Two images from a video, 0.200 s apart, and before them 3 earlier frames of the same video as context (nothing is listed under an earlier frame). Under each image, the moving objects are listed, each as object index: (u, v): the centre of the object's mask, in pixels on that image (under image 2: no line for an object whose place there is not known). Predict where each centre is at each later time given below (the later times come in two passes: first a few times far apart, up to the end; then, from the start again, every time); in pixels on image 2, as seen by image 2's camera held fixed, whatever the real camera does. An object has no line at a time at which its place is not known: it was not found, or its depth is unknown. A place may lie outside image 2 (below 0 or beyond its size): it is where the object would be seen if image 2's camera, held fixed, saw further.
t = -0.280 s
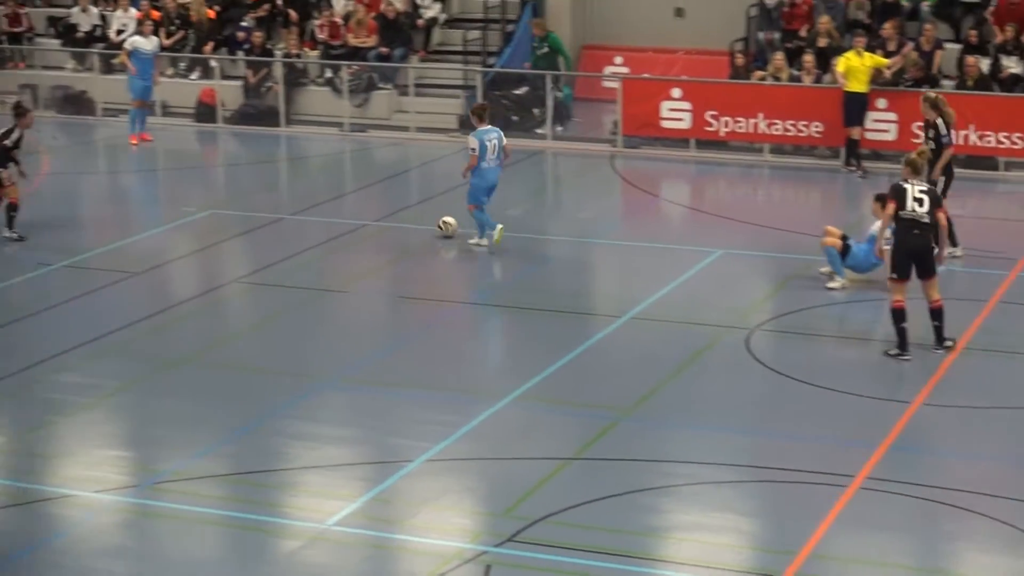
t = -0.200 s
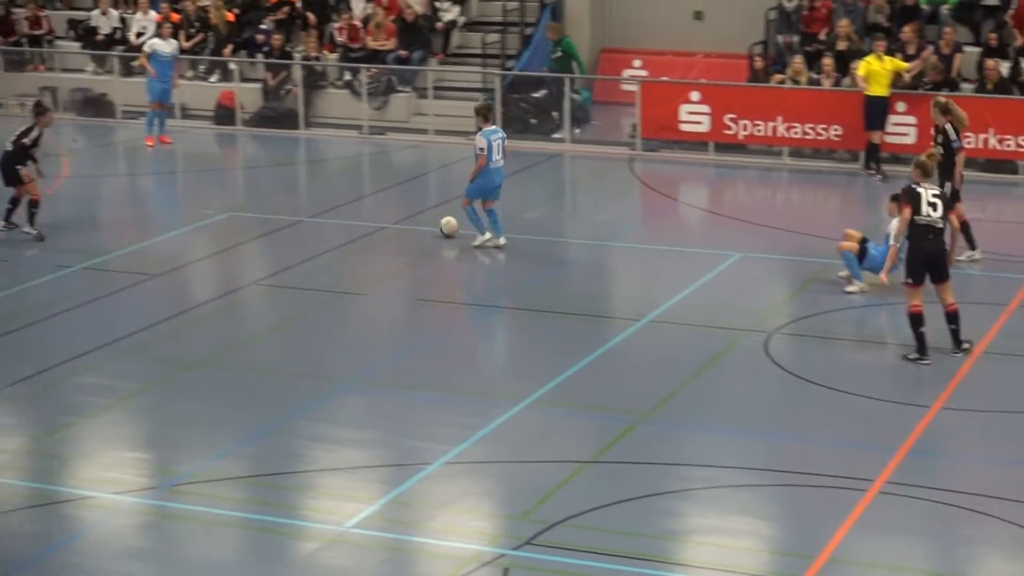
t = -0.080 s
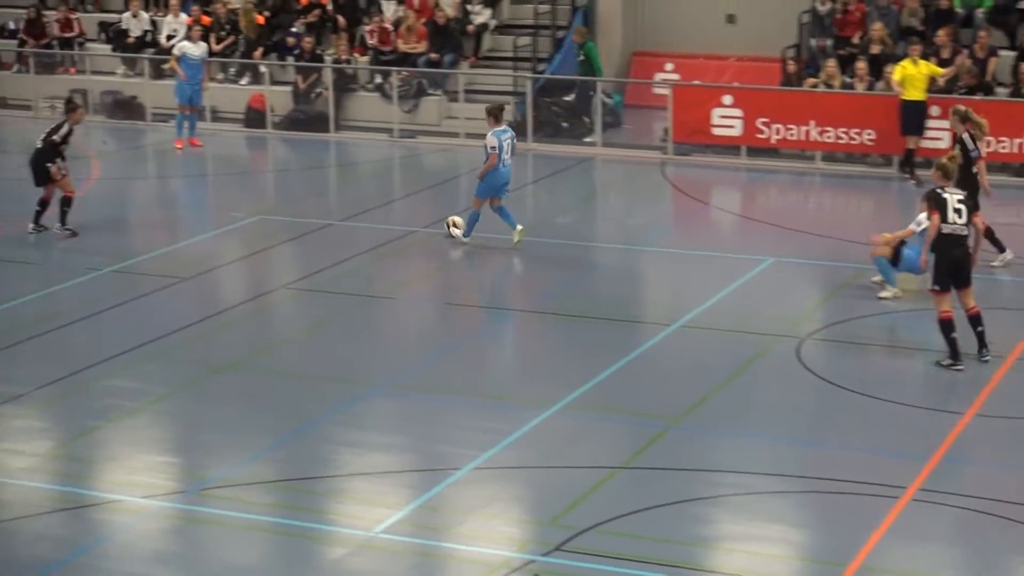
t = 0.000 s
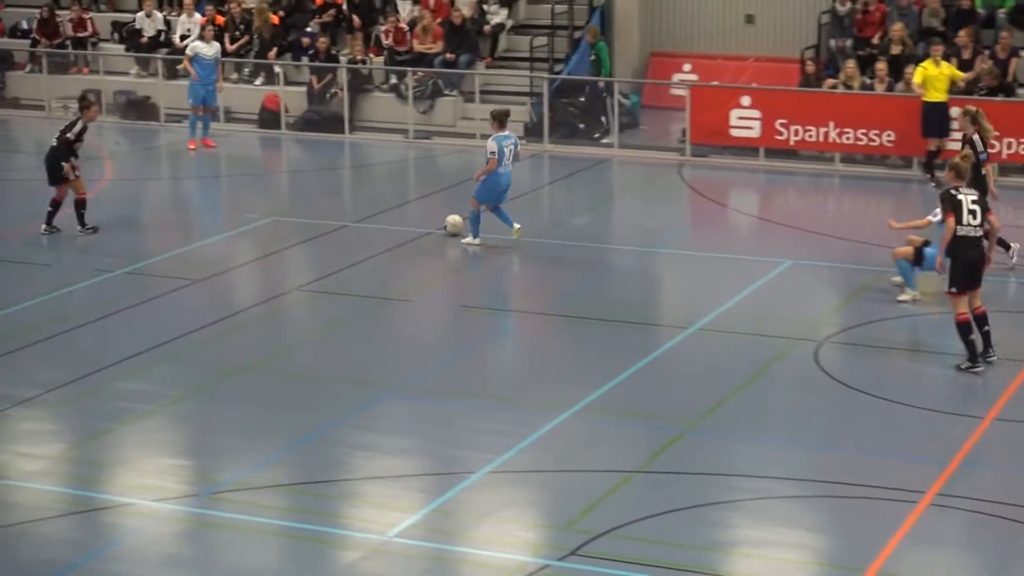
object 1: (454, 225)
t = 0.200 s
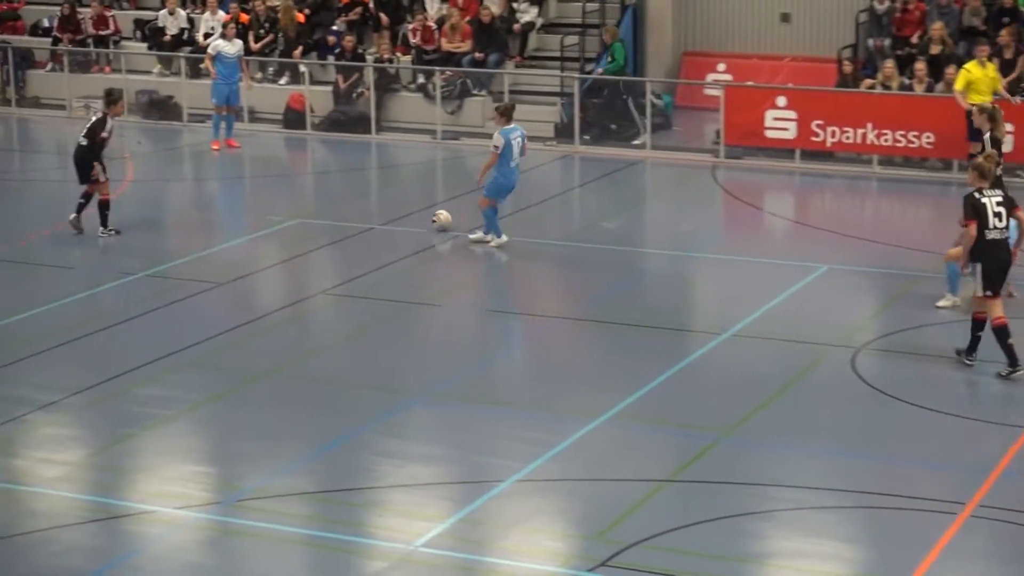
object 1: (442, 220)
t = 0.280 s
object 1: (427, 216)
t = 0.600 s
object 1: (370, 210)
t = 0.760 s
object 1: (339, 205)
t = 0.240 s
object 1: (434, 219)
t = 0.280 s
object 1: (427, 216)
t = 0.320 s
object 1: (420, 216)
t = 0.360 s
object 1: (413, 215)
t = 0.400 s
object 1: (405, 213)
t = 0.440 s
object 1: (399, 213)
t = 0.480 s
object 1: (391, 212)
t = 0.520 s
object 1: (386, 211)
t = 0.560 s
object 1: (378, 210)
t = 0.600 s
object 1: (370, 210)
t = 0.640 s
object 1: (362, 208)
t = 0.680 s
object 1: (355, 207)
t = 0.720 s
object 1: (346, 206)
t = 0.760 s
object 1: (339, 205)
